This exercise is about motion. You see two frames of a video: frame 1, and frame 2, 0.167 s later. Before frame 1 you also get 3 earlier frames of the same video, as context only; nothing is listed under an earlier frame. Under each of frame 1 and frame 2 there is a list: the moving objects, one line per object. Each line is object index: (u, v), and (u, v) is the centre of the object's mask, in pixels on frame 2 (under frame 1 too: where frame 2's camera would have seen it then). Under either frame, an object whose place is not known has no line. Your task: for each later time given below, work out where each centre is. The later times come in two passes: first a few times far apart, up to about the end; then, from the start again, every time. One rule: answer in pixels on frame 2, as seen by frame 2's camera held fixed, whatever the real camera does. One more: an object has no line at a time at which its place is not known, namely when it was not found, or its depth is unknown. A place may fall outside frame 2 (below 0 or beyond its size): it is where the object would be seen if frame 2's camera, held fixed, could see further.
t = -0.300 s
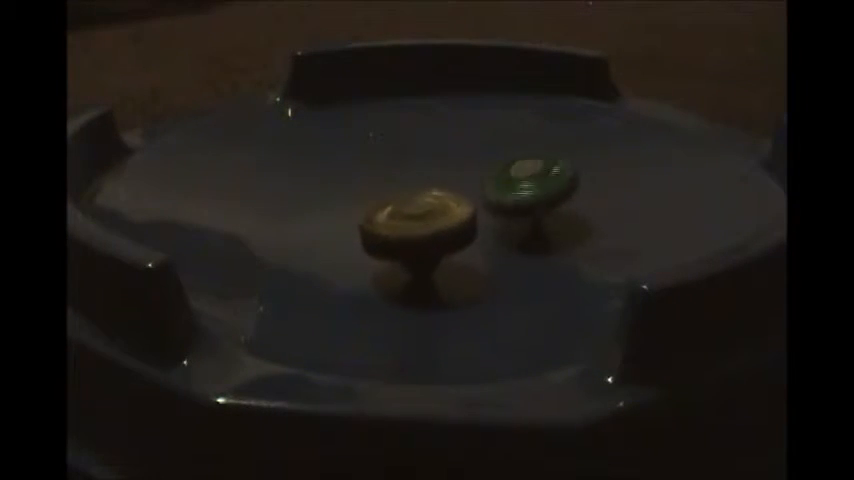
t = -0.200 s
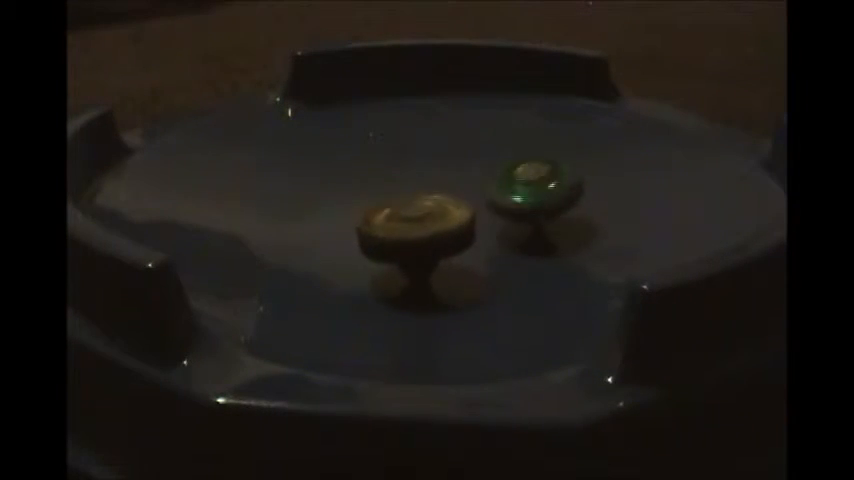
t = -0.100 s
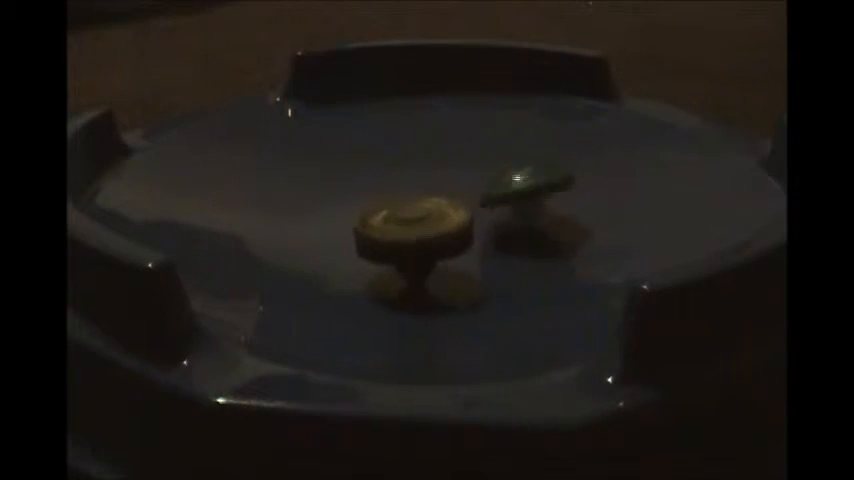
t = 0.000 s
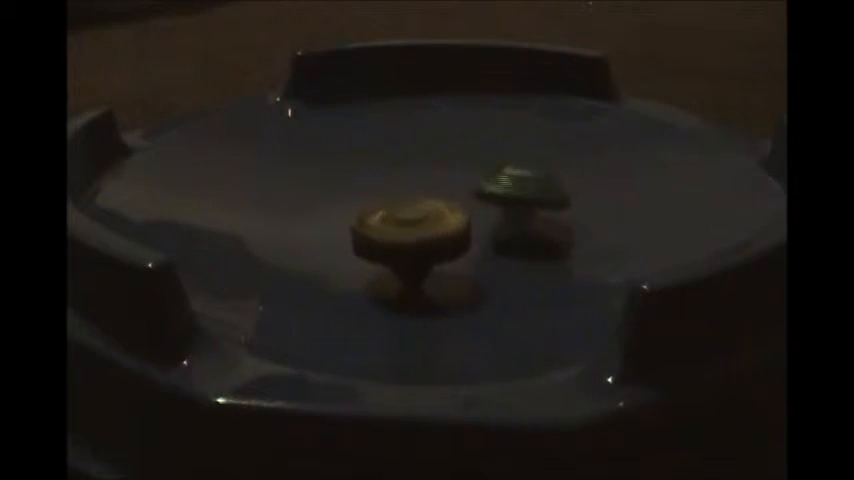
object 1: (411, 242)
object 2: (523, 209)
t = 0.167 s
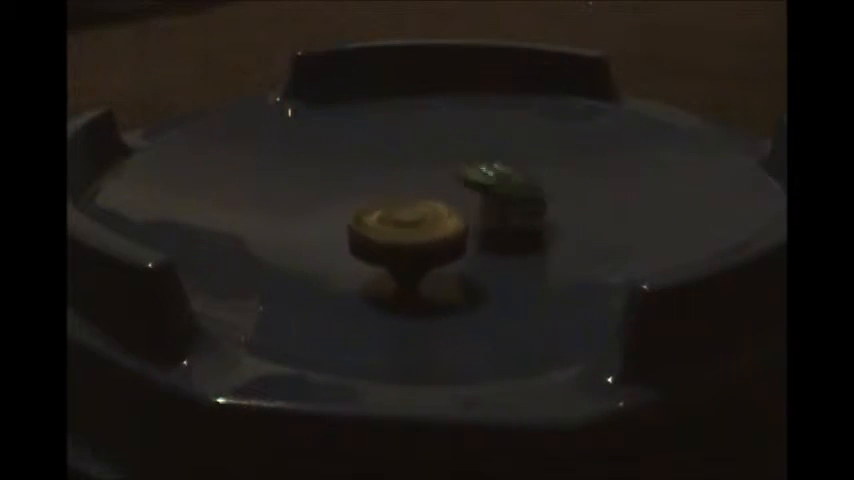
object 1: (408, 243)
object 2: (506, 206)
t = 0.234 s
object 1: (407, 244)
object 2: (502, 204)
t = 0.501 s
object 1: (411, 239)
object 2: (501, 191)
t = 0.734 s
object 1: (426, 236)
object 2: (498, 203)
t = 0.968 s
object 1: (454, 244)
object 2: (481, 178)
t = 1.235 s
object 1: (474, 229)
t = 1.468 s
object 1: (488, 232)
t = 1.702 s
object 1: (492, 241)
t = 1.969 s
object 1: (491, 241)
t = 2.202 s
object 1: (486, 237)
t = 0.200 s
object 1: (407, 244)
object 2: (504, 205)
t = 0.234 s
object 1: (407, 244)
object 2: (502, 204)
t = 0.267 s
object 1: (407, 243)
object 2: (497, 196)
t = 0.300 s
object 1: (407, 243)
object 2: (495, 194)
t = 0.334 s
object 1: (407, 242)
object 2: (499, 192)
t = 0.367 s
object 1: (407, 241)
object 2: (503, 189)
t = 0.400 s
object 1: (408, 241)
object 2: (504, 191)
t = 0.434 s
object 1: (409, 240)
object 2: (505, 190)
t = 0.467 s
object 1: (410, 240)
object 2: (503, 189)
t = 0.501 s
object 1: (411, 239)
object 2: (501, 191)
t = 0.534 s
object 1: (413, 239)
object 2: (501, 194)
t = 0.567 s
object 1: (415, 239)
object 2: (504, 196)
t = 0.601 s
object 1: (417, 238)
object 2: (504, 197)
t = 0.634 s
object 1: (420, 237)
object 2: (503, 198)
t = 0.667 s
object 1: (421, 237)
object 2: (501, 198)
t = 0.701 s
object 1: (424, 237)
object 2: (497, 201)
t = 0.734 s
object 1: (426, 236)
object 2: (498, 203)
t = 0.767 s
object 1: (429, 235)
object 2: (499, 193)
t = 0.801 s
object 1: (433, 236)
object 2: (495, 188)
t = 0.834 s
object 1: (436, 236)
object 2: (496, 190)
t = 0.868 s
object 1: (440, 236)
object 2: (494, 187)
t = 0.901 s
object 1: (448, 243)
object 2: (487, 181)
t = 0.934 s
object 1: (451, 243)
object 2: (484, 179)
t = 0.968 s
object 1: (454, 244)
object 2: (481, 178)
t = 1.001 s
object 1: (458, 244)
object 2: (480, 178)
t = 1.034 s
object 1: (461, 243)
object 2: (479, 177)
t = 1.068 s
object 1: (460, 233)
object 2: (481, 178)
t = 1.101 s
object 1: (462, 228)
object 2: (477, 173)
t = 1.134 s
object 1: (465, 228)
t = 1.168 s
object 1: (469, 230)
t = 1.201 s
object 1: (470, 229)
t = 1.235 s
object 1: (474, 229)
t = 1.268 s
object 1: (476, 230)
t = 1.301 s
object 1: (477, 229)
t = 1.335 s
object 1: (481, 233)
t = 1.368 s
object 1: (482, 229)
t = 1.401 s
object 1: (484, 230)
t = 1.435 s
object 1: (487, 235)
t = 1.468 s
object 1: (488, 232)
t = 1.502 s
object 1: (489, 237)
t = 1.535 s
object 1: (489, 238)
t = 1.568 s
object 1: (491, 237)
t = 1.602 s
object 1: (491, 237)
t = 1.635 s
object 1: (491, 239)
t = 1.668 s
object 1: (491, 240)
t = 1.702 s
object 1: (492, 241)
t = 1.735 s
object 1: (492, 240)
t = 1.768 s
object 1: (492, 242)
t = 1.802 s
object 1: (492, 242)
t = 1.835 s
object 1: (491, 242)
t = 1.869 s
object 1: (493, 251)
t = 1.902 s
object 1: (491, 243)
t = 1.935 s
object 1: (491, 242)
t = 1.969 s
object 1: (491, 241)
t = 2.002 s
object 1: (489, 240)
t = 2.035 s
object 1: (487, 240)
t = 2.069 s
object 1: (488, 241)
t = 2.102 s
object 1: (488, 241)
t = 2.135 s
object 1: (487, 240)
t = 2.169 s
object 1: (486, 238)
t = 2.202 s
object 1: (486, 237)
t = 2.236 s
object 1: (488, 237)
